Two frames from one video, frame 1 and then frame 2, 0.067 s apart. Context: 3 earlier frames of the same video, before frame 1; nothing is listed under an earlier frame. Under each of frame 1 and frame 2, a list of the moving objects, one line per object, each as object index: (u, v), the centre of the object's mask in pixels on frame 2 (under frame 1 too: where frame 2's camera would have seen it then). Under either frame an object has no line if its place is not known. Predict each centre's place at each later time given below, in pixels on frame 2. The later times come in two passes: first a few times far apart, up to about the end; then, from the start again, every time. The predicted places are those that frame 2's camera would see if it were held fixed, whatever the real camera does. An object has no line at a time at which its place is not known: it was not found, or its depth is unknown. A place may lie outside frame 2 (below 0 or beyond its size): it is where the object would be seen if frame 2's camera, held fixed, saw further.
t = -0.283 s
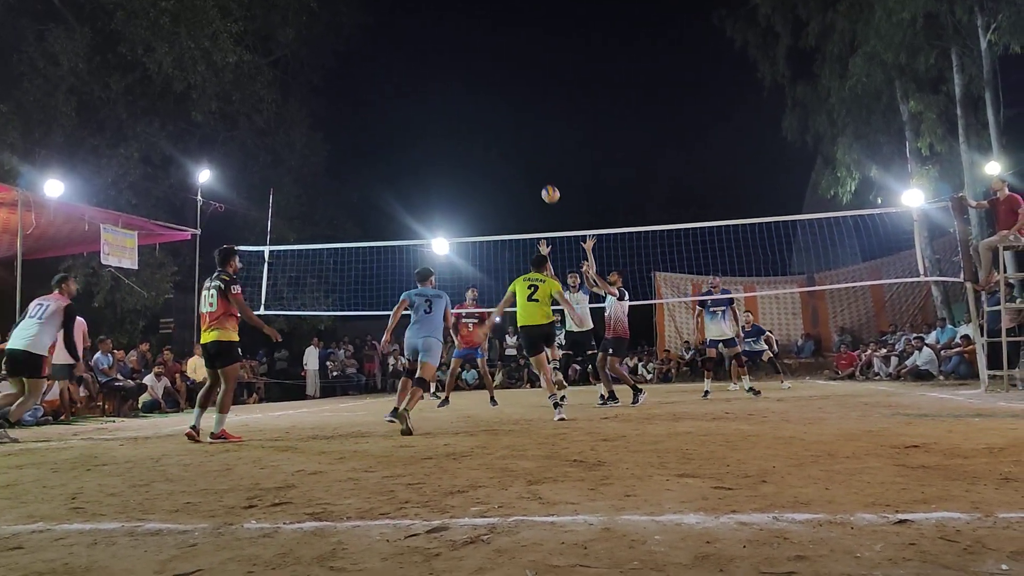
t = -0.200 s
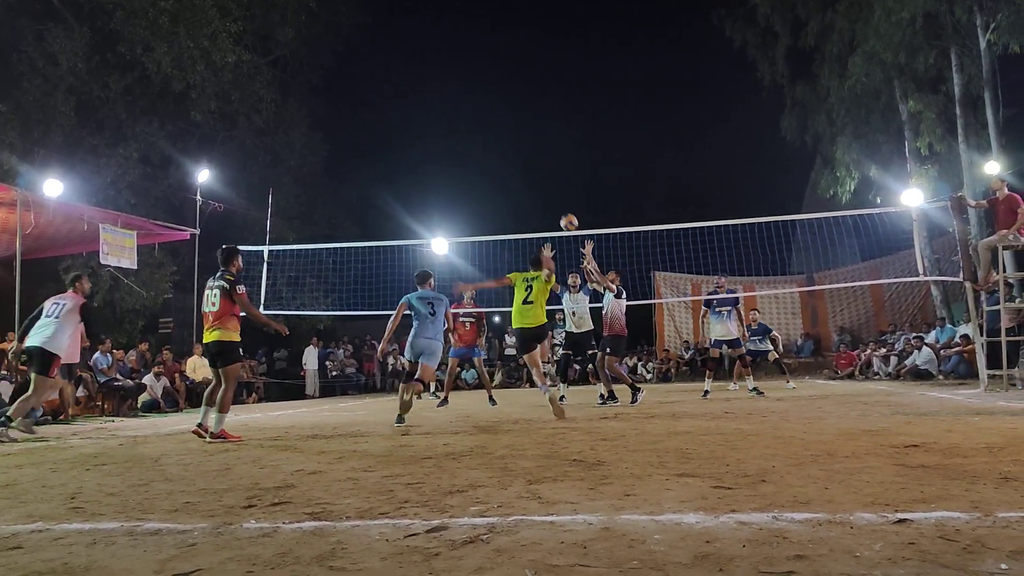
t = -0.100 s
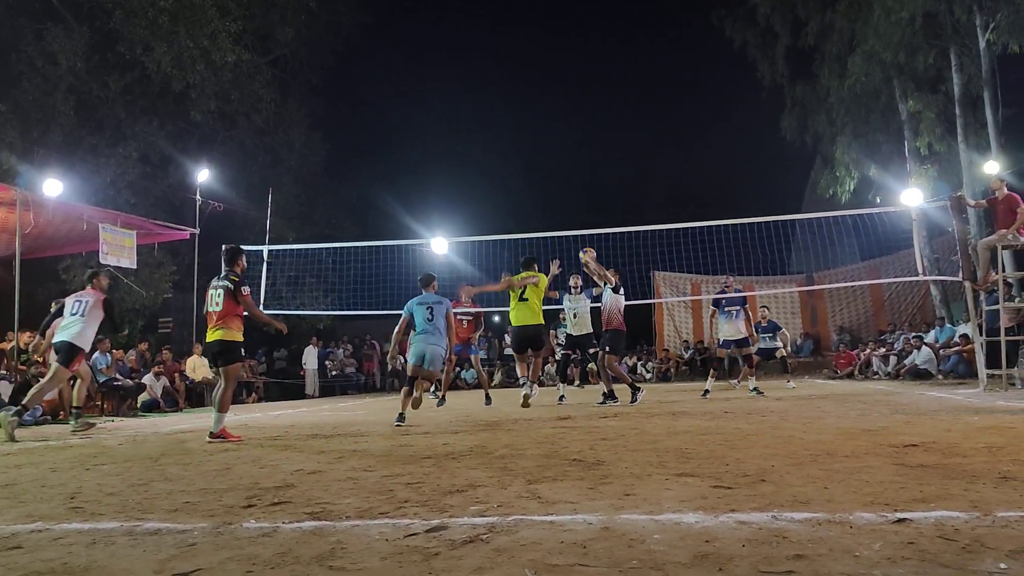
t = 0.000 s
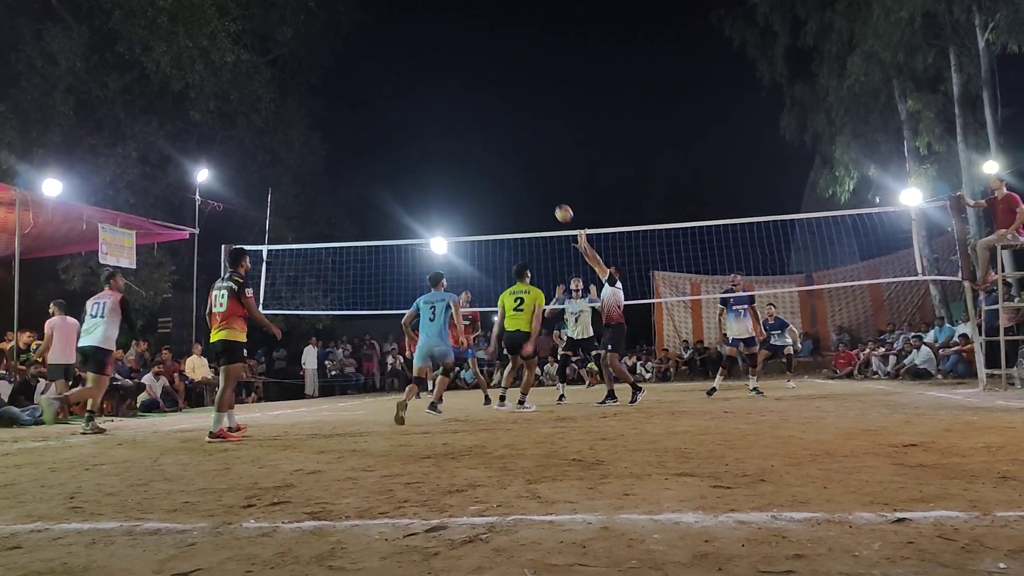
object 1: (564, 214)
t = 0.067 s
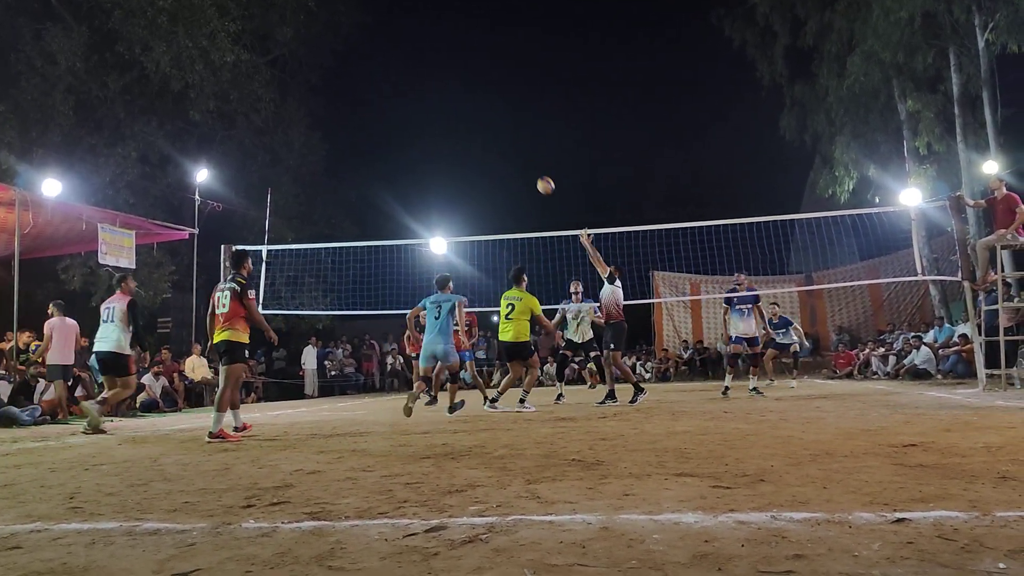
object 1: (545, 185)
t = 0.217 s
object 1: (507, 135)
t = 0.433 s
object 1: (455, 93)
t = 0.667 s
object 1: (401, 86)
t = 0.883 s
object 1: (354, 113)
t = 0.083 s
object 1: (541, 179)
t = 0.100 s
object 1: (537, 173)
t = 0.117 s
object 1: (532, 167)
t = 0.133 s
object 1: (528, 161)
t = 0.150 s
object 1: (524, 155)
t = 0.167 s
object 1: (520, 150)
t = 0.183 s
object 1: (515, 145)
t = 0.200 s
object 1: (511, 140)
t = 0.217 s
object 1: (507, 135)
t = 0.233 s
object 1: (503, 131)
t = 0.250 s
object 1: (499, 126)
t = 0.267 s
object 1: (494, 122)
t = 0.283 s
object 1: (491, 119)
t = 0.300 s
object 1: (486, 115)
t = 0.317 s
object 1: (482, 111)
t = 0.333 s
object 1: (478, 108)
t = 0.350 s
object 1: (474, 105)
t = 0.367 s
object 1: (470, 102)
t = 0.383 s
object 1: (466, 99)
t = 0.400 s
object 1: (463, 97)
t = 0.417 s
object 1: (459, 95)
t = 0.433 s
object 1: (455, 93)
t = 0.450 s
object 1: (451, 91)
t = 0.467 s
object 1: (447, 89)
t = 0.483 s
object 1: (443, 88)
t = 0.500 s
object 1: (439, 87)
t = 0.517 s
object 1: (435, 86)
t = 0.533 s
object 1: (432, 85)
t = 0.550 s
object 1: (428, 84)
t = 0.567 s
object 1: (424, 84)
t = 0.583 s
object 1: (420, 84)
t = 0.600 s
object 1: (416, 84)
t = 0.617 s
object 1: (413, 84)
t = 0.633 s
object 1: (409, 84)
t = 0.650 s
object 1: (405, 85)
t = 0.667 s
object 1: (401, 86)
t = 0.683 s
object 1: (398, 87)
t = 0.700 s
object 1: (394, 88)
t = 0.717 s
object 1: (391, 89)
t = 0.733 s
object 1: (387, 91)
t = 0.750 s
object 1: (383, 92)
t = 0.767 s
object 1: (380, 94)
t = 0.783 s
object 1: (376, 97)
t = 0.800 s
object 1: (372, 99)
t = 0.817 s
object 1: (369, 101)
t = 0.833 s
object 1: (365, 104)
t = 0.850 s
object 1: (361, 107)
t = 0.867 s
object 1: (358, 110)
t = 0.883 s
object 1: (354, 113)
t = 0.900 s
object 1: (351, 117)
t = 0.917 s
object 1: (347, 121)
